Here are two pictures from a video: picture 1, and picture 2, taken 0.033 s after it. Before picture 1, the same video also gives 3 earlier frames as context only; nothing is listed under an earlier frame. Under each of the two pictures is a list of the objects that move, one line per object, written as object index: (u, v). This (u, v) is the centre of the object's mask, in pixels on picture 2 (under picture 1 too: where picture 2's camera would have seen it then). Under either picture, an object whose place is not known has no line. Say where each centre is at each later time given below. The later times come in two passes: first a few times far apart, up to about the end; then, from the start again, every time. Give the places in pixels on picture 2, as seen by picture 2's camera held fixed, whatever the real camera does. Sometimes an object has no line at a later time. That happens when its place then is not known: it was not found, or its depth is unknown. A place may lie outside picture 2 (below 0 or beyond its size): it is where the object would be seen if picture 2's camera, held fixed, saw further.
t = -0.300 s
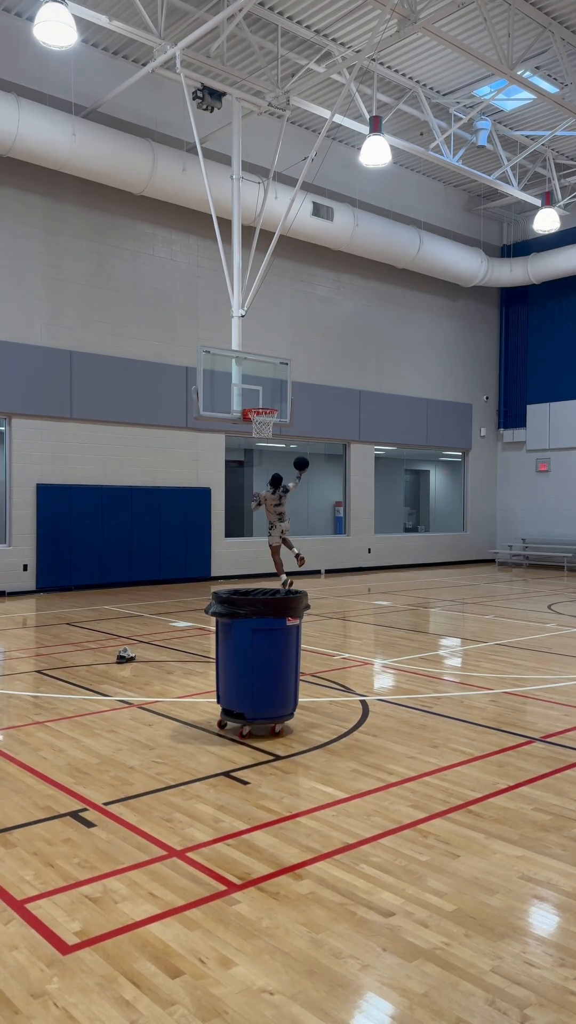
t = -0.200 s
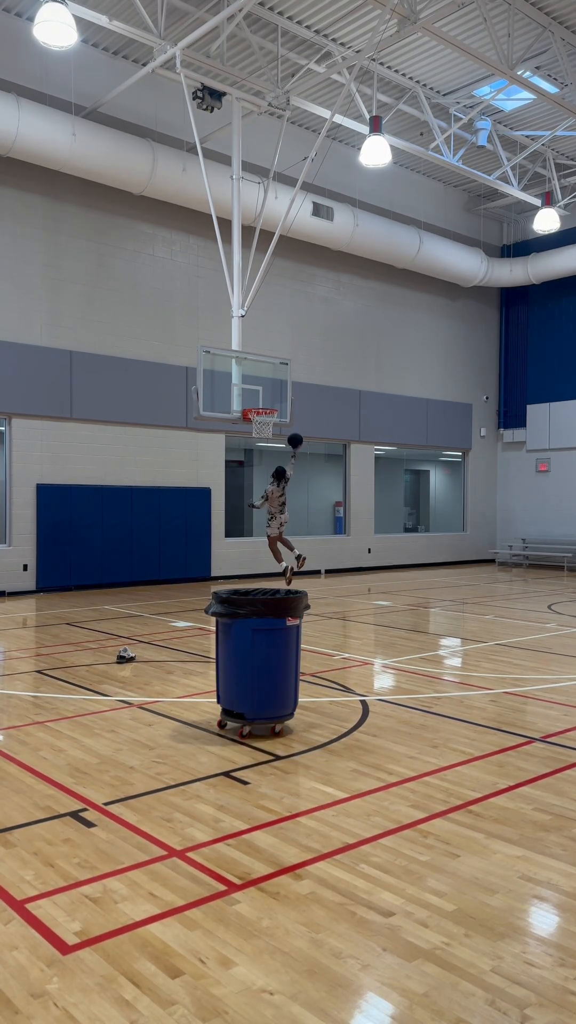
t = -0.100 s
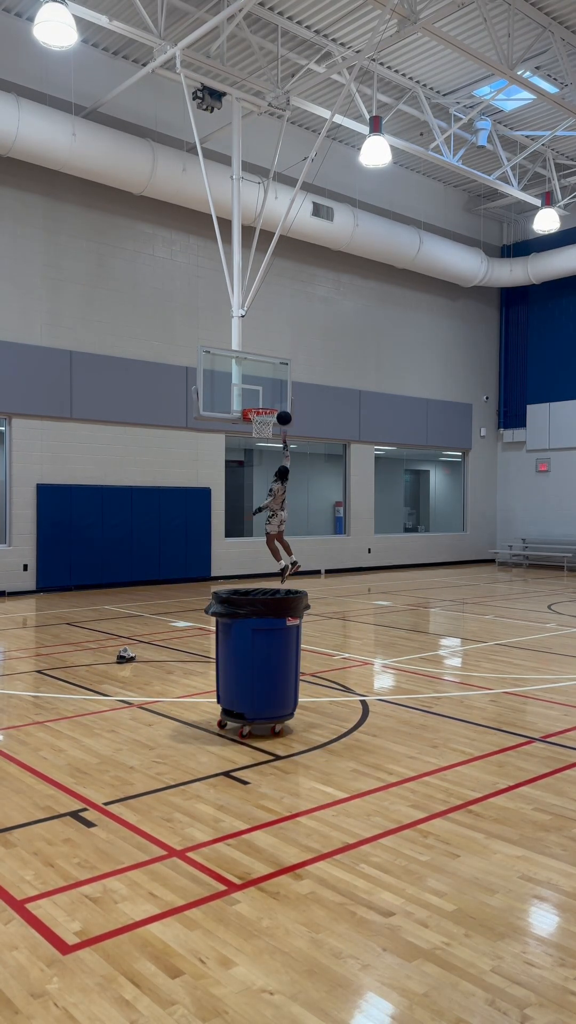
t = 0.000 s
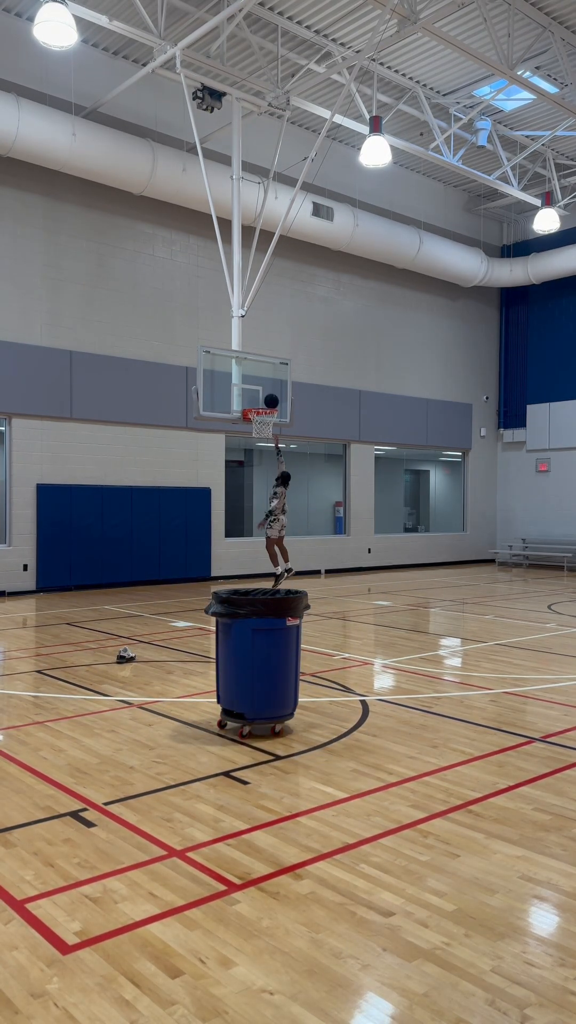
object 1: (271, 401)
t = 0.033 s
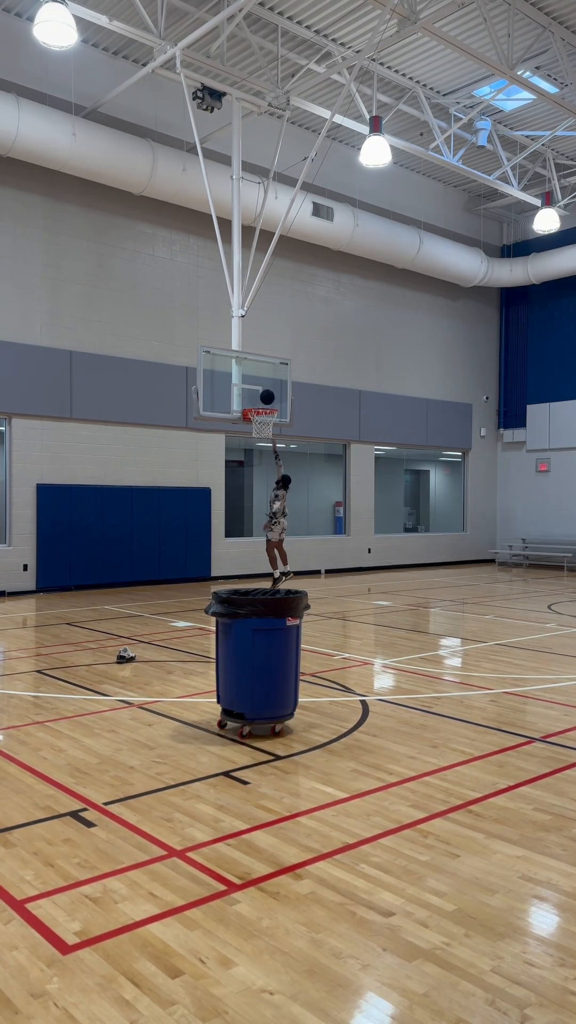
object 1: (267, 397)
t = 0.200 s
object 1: (259, 388)
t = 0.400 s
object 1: (255, 401)
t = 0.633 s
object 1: (266, 403)
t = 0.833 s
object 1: (257, 403)
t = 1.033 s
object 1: (263, 415)
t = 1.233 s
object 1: (266, 435)
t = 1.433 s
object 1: (266, 471)
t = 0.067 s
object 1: (263, 393)
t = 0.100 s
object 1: (261, 391)
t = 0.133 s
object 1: (260, 389)
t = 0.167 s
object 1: (260, 388)
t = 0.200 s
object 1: (259, 388)
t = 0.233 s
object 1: (258, 388)
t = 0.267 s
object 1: (258, 389)
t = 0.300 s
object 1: (257, 391)
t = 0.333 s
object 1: (256, 394)
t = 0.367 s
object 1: (255, 397)
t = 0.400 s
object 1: (255, 401)
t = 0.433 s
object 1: (255, 403)
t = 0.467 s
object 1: (259, 403)
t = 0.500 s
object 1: (263, 403)
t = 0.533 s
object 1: (267, 403)
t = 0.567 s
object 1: (271, 404)
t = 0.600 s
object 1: (269, 404)
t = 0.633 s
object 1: (266, 403)
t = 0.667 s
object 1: (264, 402)
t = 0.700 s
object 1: (261, 402)
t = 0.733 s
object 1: (259, 403)
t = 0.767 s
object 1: (256, 403)
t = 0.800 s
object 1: (256, 403)
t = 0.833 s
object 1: (257, 403)
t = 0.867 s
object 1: (258, 403)
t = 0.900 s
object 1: (259, 403)
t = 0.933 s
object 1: (260, 404)
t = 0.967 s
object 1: (262, 405)
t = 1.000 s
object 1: (262, 412)
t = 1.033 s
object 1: (263, 415)
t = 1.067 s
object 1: (264, 418)
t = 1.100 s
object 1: (265, 422)
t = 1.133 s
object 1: (266, 425)
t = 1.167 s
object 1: (266, 428)
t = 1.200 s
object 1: (266, 430)
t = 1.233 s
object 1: (266, 435)
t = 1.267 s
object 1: (266, 439)
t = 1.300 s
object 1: (266, 444)
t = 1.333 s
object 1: (266, 450)
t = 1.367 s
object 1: (266, 456)
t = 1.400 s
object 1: (266, 463)
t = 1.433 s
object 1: (266, 471)
